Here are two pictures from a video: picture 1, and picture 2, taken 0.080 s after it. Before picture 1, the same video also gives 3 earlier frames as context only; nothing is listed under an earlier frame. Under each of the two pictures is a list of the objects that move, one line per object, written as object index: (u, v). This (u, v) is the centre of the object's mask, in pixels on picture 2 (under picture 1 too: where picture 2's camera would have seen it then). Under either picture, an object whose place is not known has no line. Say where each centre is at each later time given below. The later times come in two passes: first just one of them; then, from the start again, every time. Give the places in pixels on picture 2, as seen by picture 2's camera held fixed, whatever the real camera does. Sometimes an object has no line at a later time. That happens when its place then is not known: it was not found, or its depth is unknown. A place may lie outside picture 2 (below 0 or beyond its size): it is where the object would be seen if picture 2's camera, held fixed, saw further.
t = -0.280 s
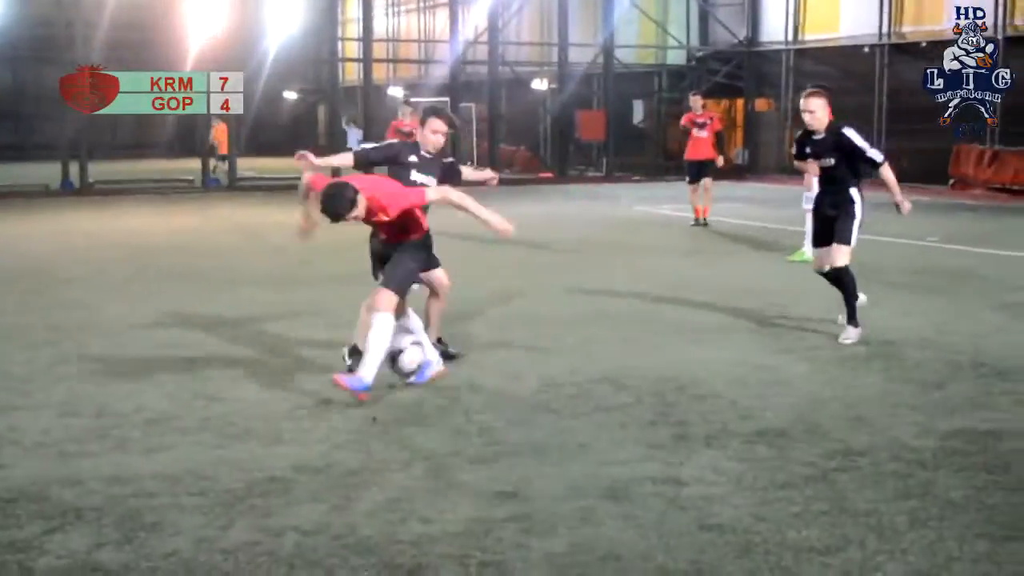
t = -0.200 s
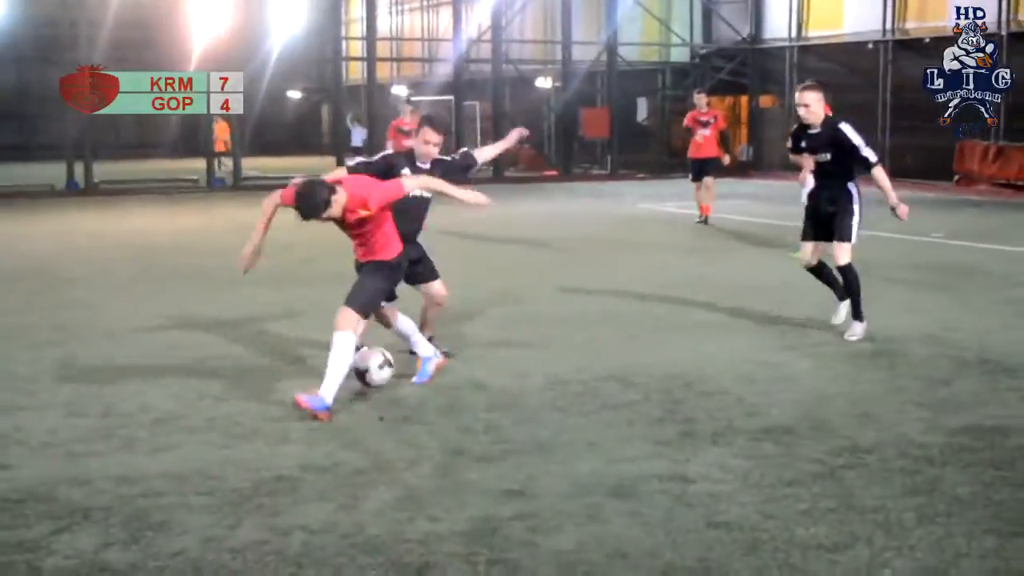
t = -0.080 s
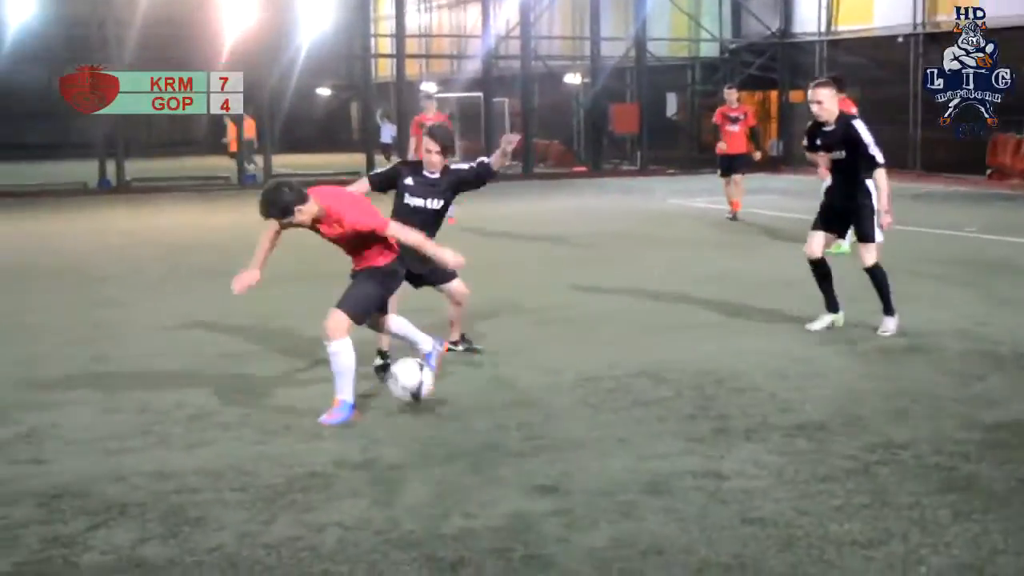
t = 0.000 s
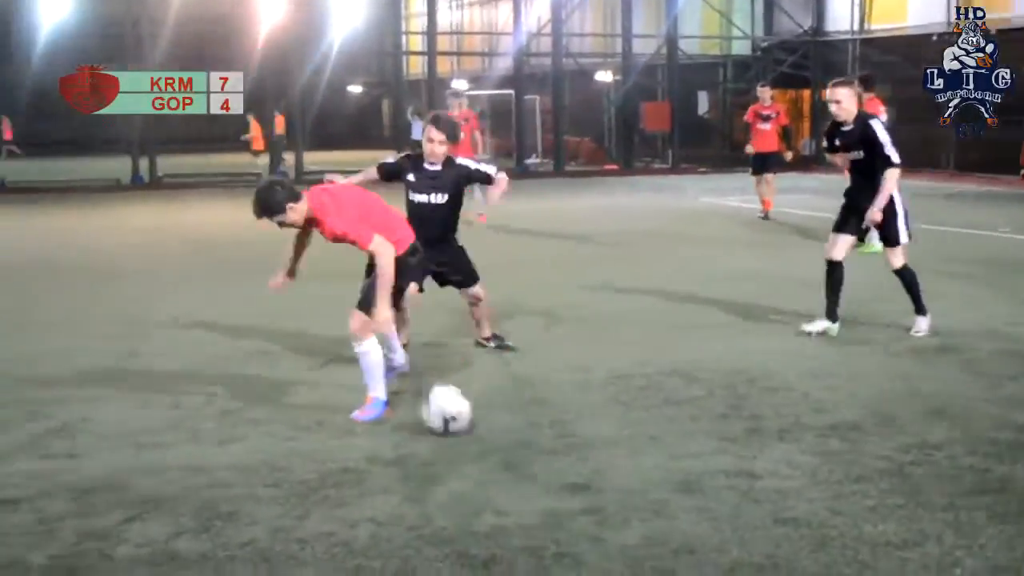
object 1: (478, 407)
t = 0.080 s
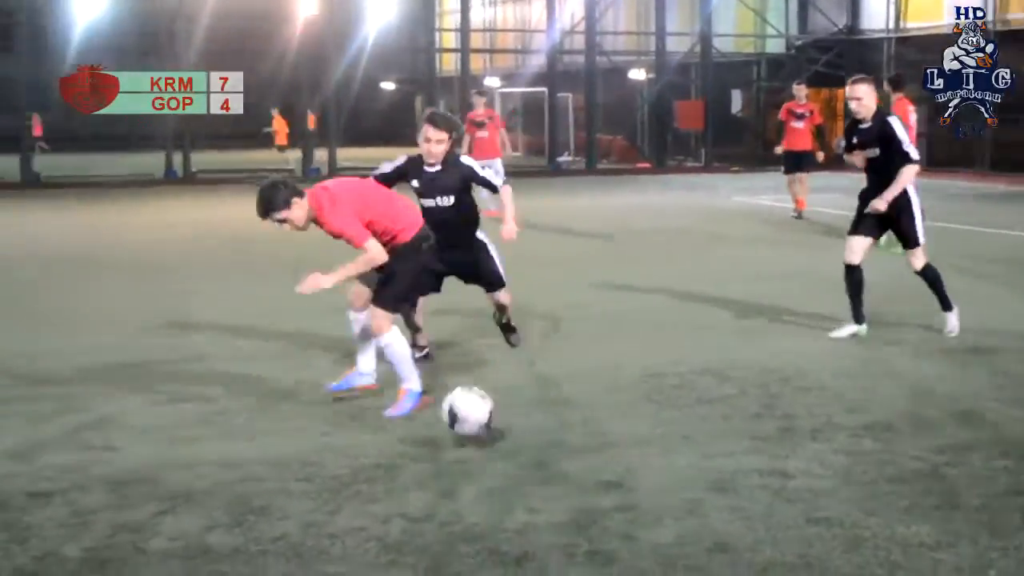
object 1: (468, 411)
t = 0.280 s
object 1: (429, 467)
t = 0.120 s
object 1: (462, 416)
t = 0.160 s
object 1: (453, 431)
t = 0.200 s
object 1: (444, 447)
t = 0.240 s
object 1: (437, 464)
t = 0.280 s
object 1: (429, 467)
